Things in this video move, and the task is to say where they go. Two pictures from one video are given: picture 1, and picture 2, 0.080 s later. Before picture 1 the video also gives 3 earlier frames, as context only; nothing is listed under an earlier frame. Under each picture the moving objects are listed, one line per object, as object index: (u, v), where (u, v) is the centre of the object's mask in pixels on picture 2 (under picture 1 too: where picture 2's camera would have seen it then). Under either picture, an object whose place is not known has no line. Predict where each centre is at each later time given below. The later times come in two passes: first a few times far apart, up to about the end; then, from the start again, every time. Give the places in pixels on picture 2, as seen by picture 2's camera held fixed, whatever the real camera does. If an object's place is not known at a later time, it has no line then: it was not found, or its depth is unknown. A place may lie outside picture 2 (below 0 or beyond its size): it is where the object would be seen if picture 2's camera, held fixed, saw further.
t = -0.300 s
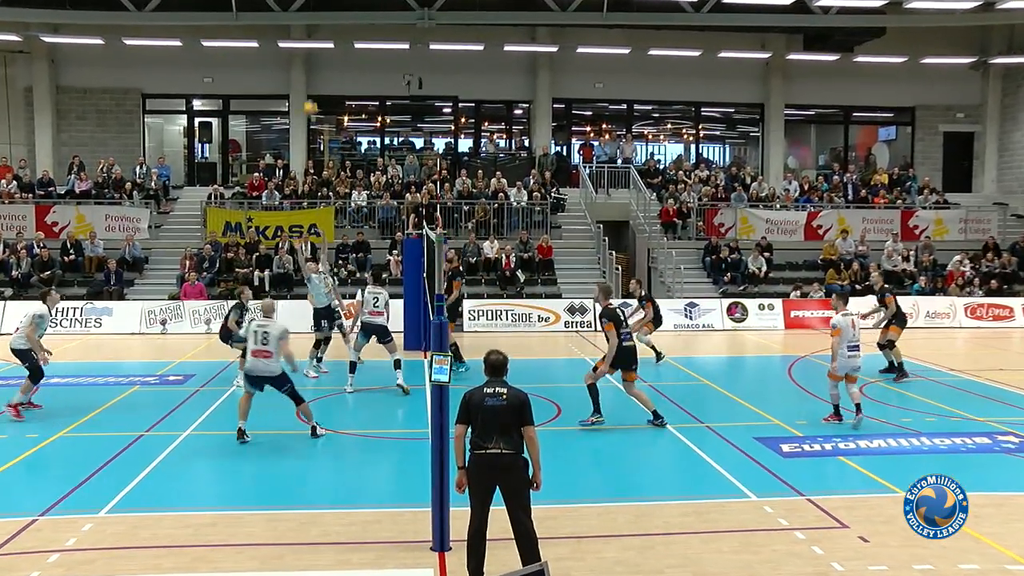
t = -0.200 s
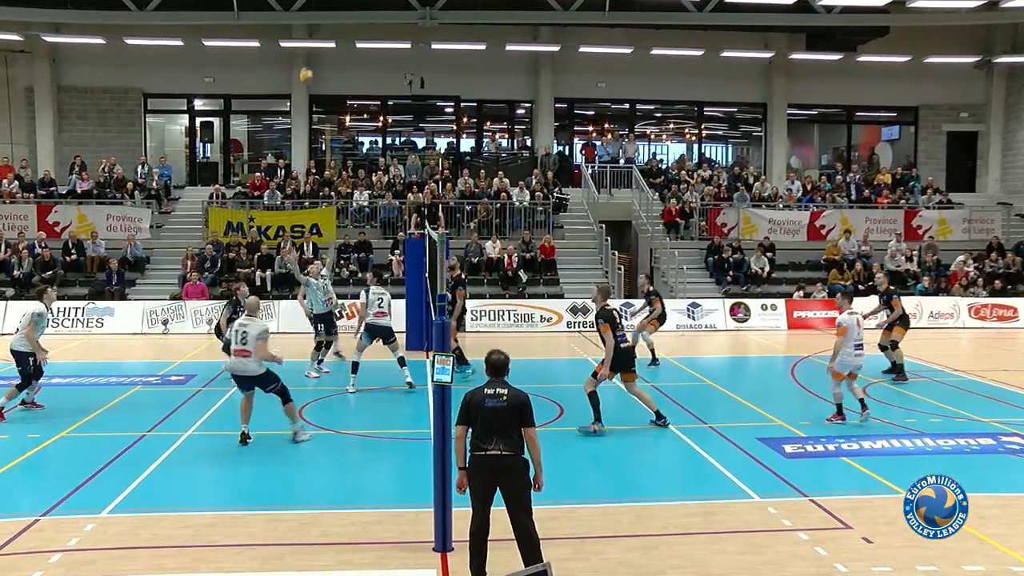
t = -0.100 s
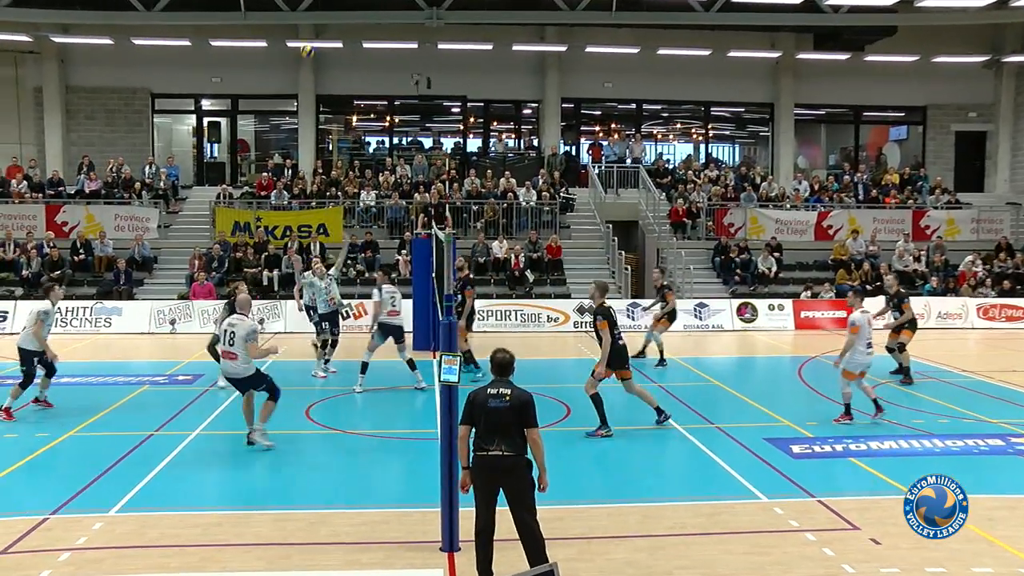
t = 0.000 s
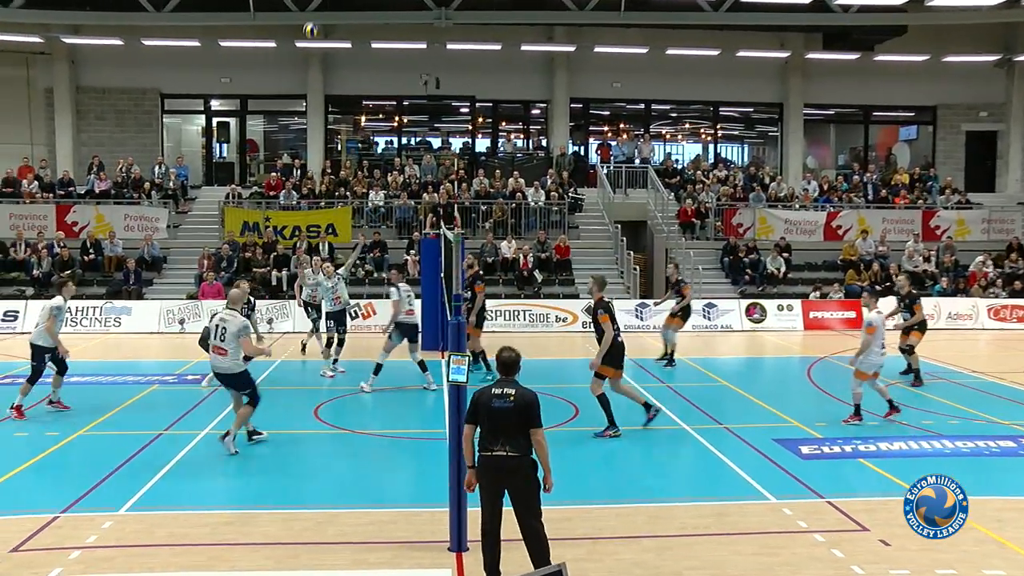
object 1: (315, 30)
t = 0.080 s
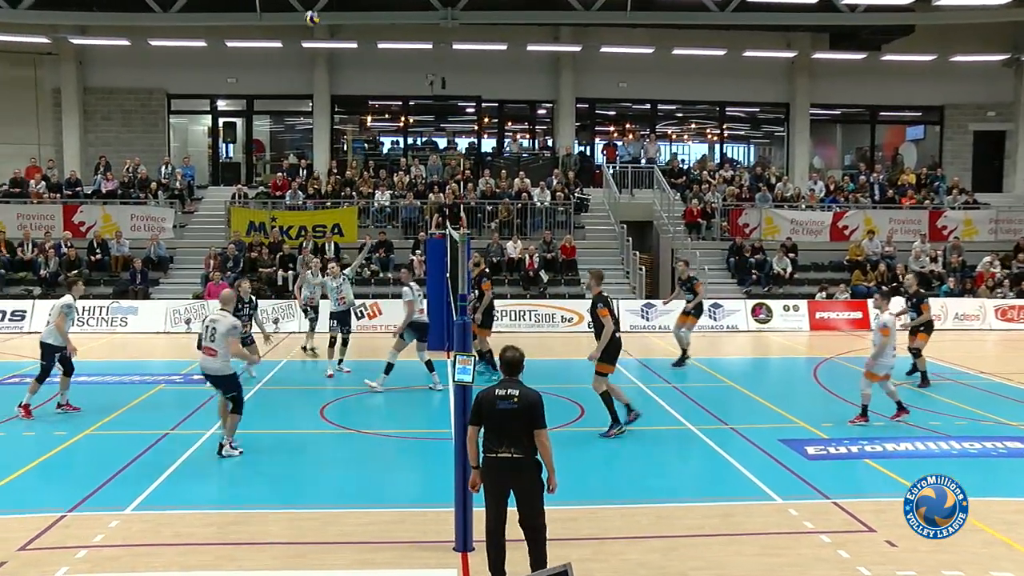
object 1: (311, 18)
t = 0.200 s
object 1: (305, 8)
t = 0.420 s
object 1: (292, 14)
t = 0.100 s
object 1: (310, 16)
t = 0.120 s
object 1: (309, 14)
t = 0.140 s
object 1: (308, 12)
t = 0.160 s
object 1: (307, 11)
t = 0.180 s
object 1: (306, 9)
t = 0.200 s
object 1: (305, 8)
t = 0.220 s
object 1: (304, 7)
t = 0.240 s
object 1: (303, 7)
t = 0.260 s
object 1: (302, 7)
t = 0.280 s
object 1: (300, 7)
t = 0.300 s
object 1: (299, 7)
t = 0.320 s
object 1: (298, 7)
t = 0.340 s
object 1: (297, 7)
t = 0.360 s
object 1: (296, 8)
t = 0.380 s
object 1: (295, 10)
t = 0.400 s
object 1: (293, 12)
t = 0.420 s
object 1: (292, 14)
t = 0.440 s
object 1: (291, 17)
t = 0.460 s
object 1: (290, 19)
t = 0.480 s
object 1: (289, 22)
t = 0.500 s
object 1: (287, 25)
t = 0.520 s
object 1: (287, 28)
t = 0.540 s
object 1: (286, 32)
